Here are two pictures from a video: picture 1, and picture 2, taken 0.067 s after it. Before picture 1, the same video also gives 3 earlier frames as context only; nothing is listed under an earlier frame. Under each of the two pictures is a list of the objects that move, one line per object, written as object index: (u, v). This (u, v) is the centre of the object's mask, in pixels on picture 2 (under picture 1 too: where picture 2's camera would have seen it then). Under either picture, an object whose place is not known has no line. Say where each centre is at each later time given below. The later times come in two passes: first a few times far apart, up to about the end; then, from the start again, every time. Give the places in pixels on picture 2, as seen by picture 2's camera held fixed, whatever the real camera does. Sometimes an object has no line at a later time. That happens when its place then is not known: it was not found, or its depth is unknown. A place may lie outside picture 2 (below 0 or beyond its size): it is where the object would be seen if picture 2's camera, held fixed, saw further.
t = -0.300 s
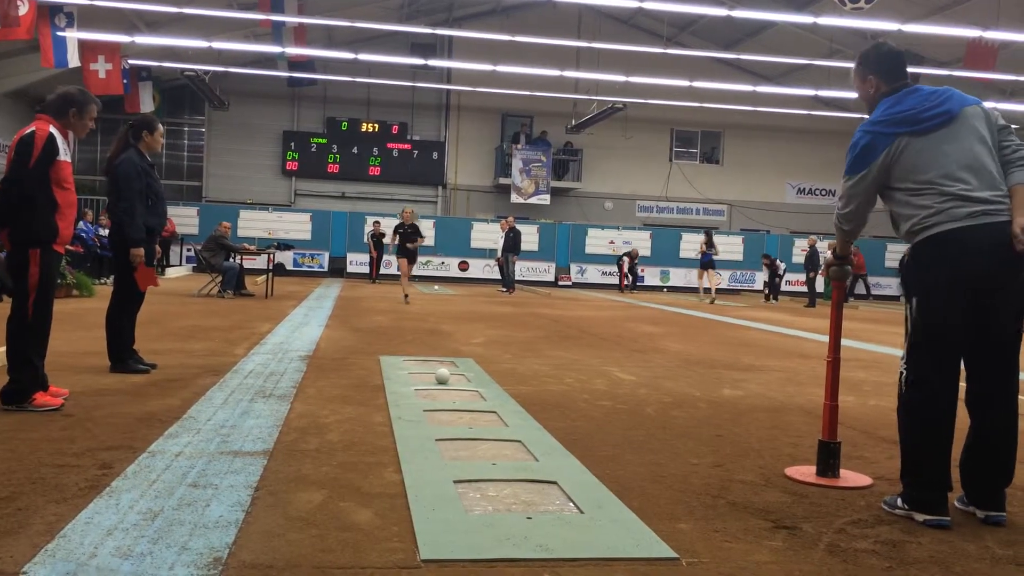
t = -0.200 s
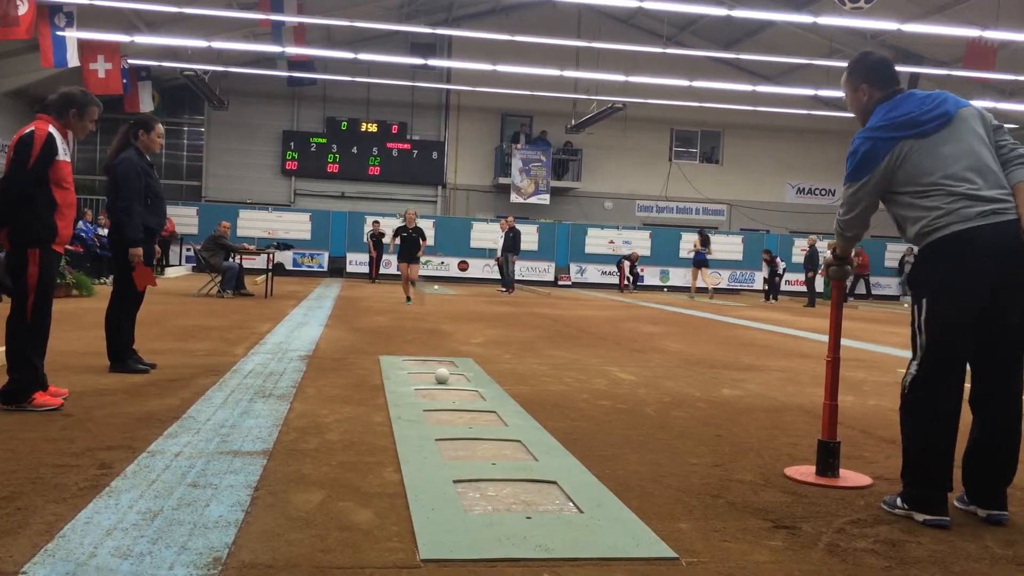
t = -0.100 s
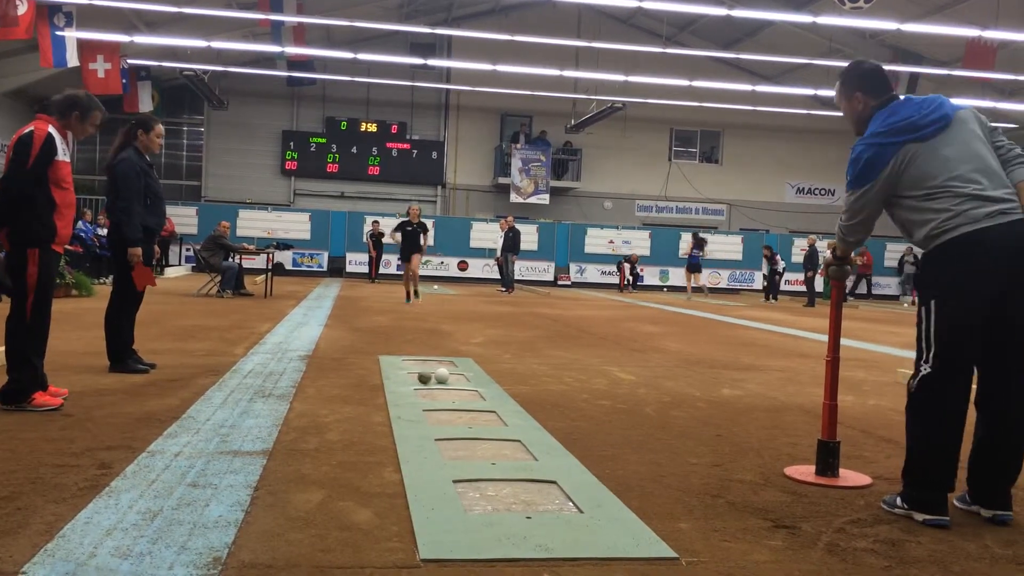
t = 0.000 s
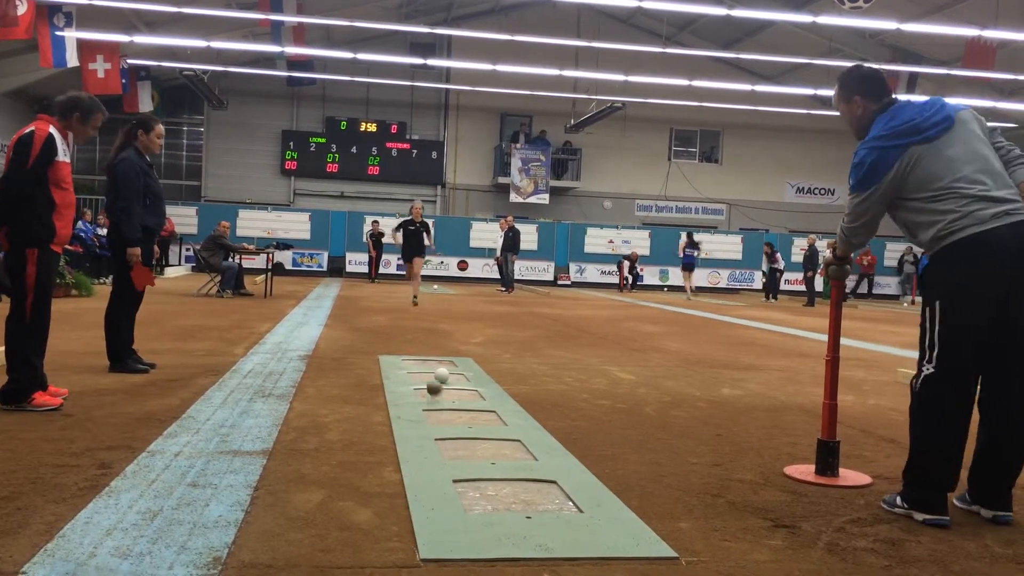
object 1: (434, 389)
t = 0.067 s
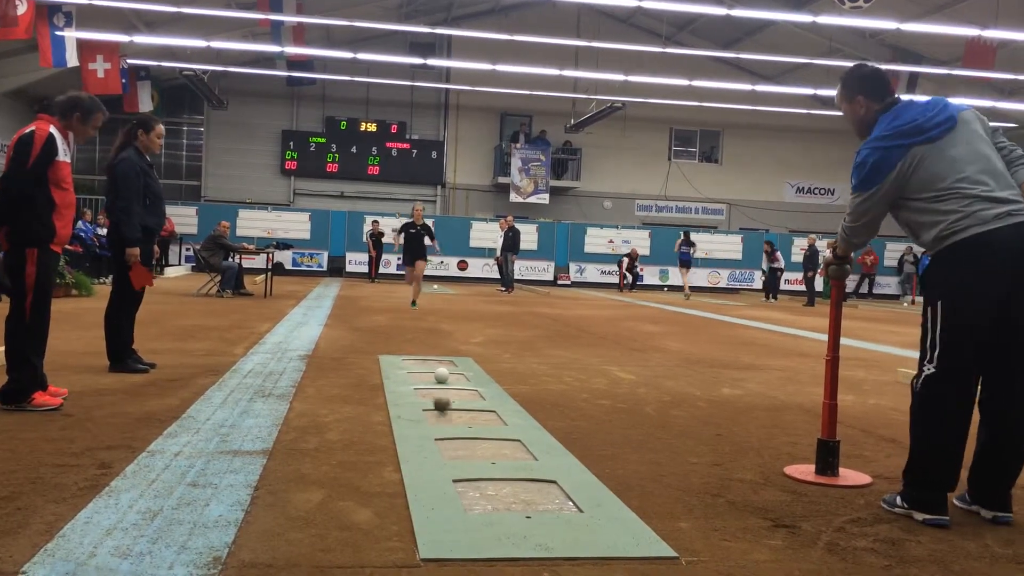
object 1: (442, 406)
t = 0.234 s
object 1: (470, 432)
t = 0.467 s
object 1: (536, 508)
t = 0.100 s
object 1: (446, 412)
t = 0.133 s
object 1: (452, 417)
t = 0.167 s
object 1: (457, 419)
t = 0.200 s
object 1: (464, 426)
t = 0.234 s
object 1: (470, 432)
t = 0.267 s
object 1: (477, 442)
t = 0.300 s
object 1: (484, 459)
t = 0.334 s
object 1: (492, 469)
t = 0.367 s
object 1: (501, 480)
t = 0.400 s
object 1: (513, 498)
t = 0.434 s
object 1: (523, 504)
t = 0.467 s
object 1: (536, 508)
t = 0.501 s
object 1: (550, 517)
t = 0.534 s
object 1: (567, 531)
